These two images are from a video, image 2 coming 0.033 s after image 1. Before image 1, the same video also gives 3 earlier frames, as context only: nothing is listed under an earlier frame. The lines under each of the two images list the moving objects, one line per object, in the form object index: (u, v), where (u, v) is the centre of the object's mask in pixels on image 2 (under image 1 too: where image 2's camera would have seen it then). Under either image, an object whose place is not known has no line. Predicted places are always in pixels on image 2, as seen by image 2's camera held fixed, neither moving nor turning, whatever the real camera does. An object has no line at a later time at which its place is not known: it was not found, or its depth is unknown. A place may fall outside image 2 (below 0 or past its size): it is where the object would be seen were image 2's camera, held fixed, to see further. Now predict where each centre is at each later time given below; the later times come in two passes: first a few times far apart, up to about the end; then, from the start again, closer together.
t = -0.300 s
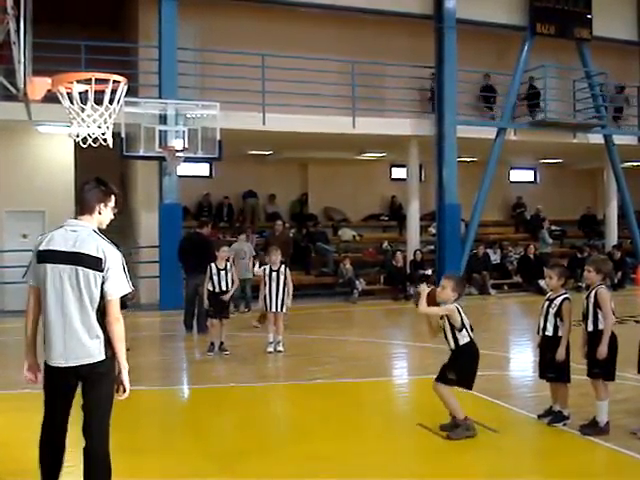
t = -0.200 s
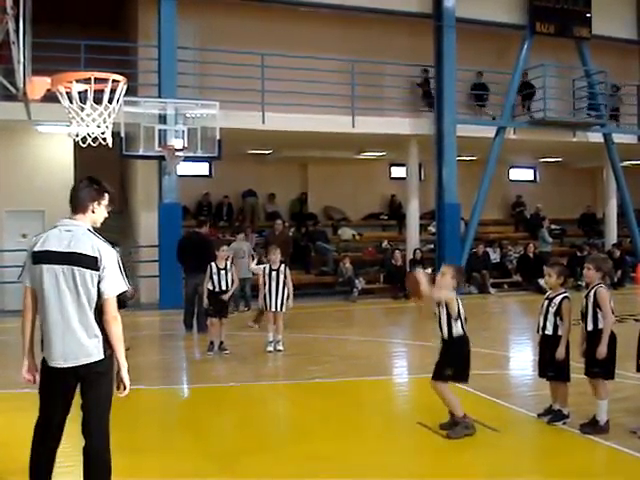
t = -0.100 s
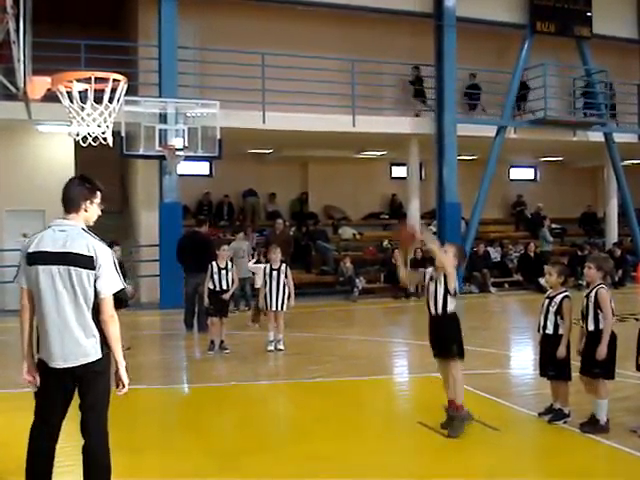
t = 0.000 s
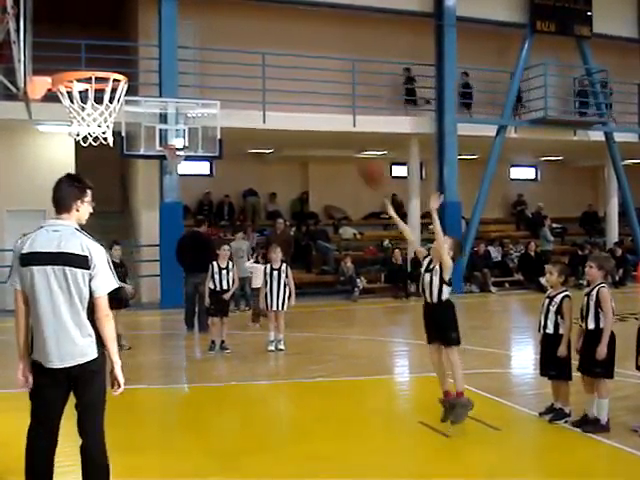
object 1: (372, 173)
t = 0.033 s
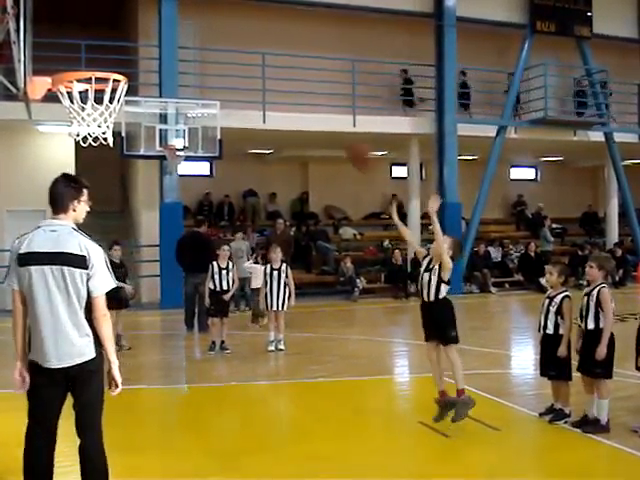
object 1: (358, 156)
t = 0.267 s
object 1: (266, 50)
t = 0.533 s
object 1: (150, 15)
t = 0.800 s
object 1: (53, 40)
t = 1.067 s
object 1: (115, 30)
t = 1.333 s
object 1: (176, 123)
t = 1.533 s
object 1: (219, 247)
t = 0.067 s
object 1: (349, 138)
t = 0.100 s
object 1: (333, 116)
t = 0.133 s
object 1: (321, 100)
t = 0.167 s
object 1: (306, 85)
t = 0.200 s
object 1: (293, 72)
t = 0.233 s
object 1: (280, 61)
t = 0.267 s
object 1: (266, 50)
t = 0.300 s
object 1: (252, 42)
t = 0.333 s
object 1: (237, 34)
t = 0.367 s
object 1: (222, 29)
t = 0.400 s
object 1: (208, 19)
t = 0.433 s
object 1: (195, 16)
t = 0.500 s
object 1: (165, 13)
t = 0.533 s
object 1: (150, 15)
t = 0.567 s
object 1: (133, 17)
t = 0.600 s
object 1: (119, 22)
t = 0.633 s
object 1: (105, 28)
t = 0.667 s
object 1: (91, 36)
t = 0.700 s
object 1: (74, 45)
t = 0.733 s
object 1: (59, 56)
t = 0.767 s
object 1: (49, 50)
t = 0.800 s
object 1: (53, 40)
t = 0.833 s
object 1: (60, 34)
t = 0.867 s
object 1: (68, 30)
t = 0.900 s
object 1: (77, 26)
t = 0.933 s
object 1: (85, 24)
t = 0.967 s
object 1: (93, 24)
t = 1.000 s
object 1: (101, 25)
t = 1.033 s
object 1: (108, 27)
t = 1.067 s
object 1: (115, 30)
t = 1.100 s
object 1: (123, 37)
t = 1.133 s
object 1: (129, 44)
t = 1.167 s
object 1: (138, 54)
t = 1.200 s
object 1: (146, 65)
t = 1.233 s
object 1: (153, 77)
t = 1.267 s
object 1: (159, 91)
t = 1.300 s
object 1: (169, 108)
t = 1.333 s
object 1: (176, 123)
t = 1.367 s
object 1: (187, 141)
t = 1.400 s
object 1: (190, 157)
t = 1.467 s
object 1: (205, 201)
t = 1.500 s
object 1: (213, 226)
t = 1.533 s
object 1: (219, 247)
